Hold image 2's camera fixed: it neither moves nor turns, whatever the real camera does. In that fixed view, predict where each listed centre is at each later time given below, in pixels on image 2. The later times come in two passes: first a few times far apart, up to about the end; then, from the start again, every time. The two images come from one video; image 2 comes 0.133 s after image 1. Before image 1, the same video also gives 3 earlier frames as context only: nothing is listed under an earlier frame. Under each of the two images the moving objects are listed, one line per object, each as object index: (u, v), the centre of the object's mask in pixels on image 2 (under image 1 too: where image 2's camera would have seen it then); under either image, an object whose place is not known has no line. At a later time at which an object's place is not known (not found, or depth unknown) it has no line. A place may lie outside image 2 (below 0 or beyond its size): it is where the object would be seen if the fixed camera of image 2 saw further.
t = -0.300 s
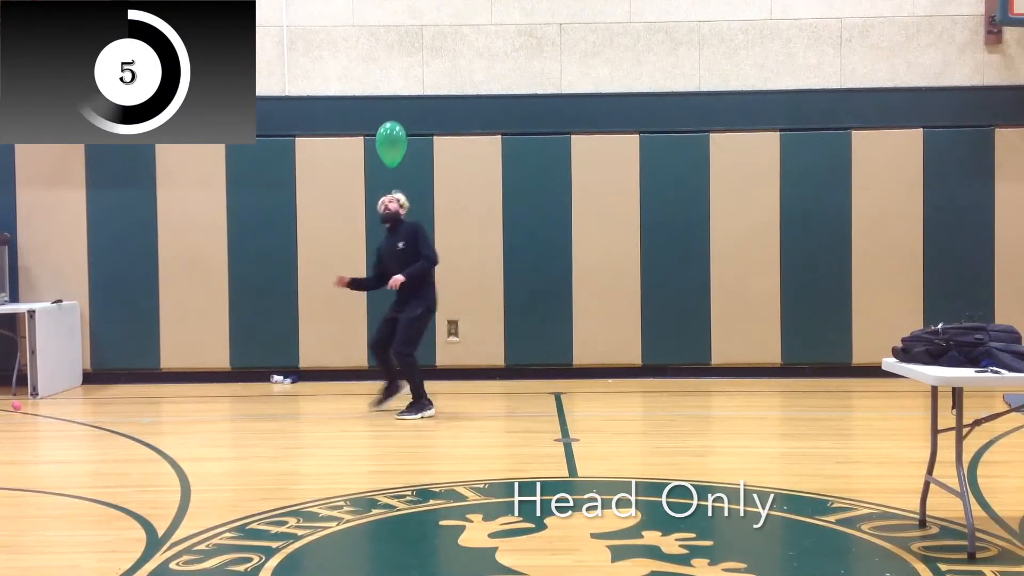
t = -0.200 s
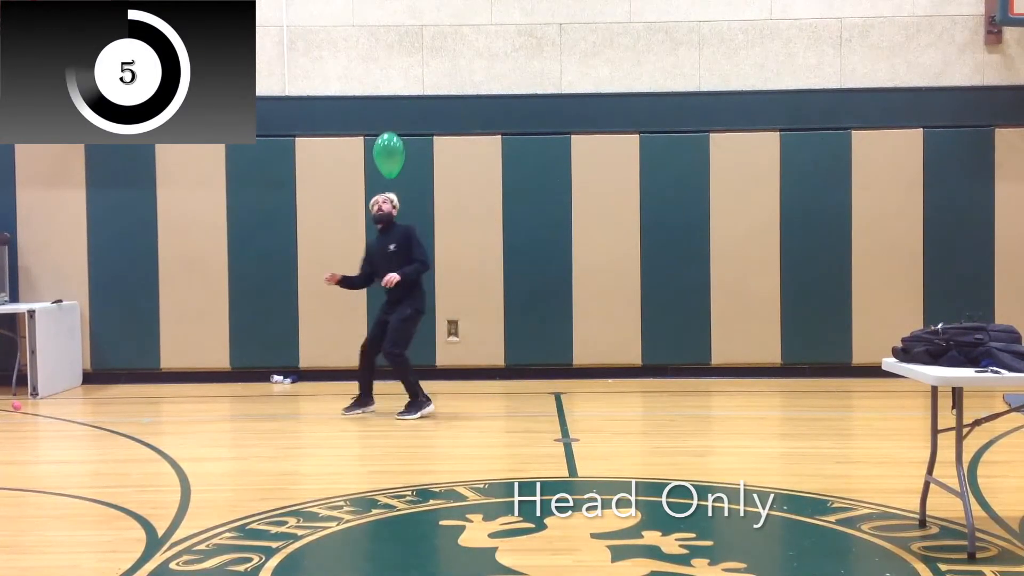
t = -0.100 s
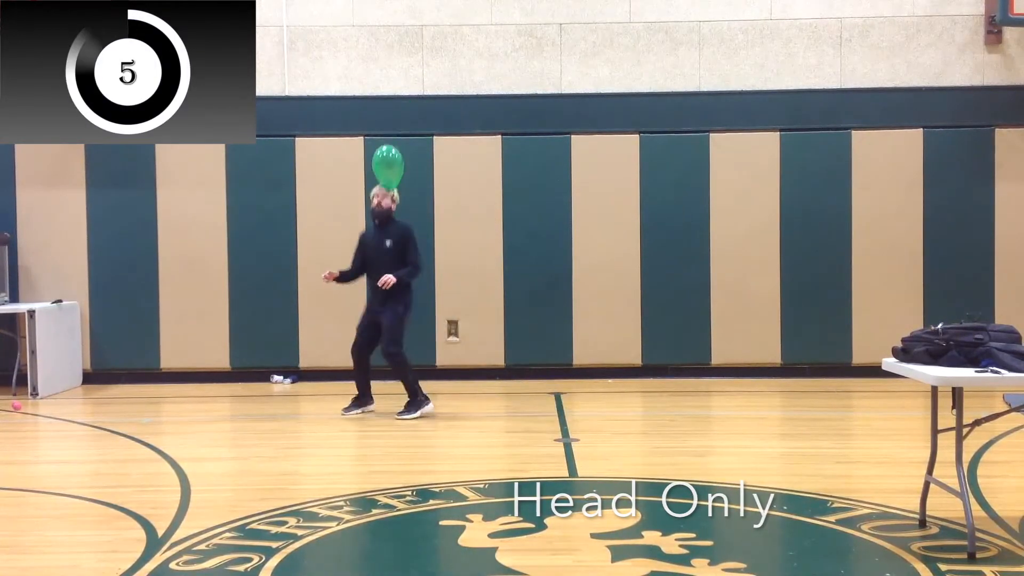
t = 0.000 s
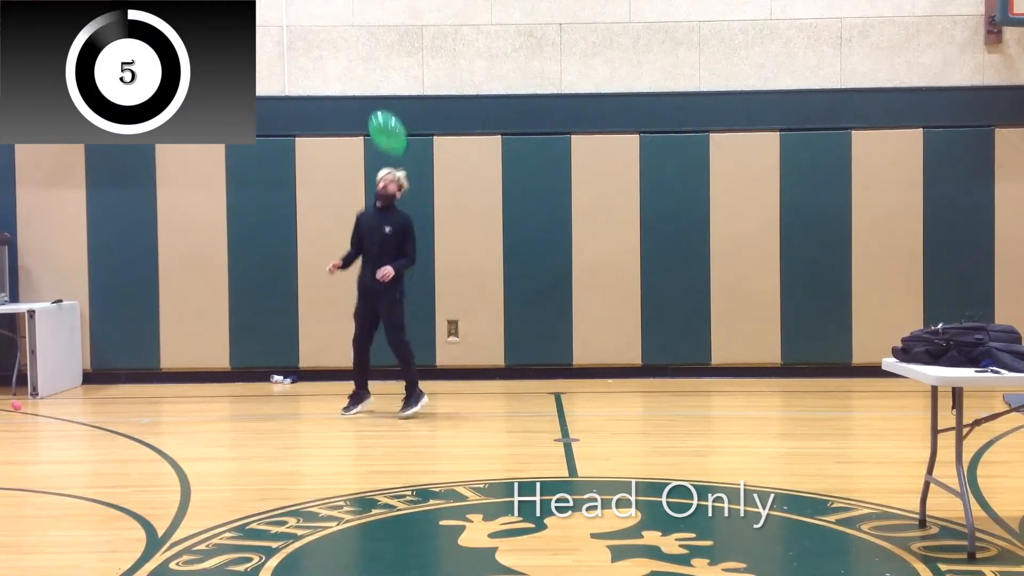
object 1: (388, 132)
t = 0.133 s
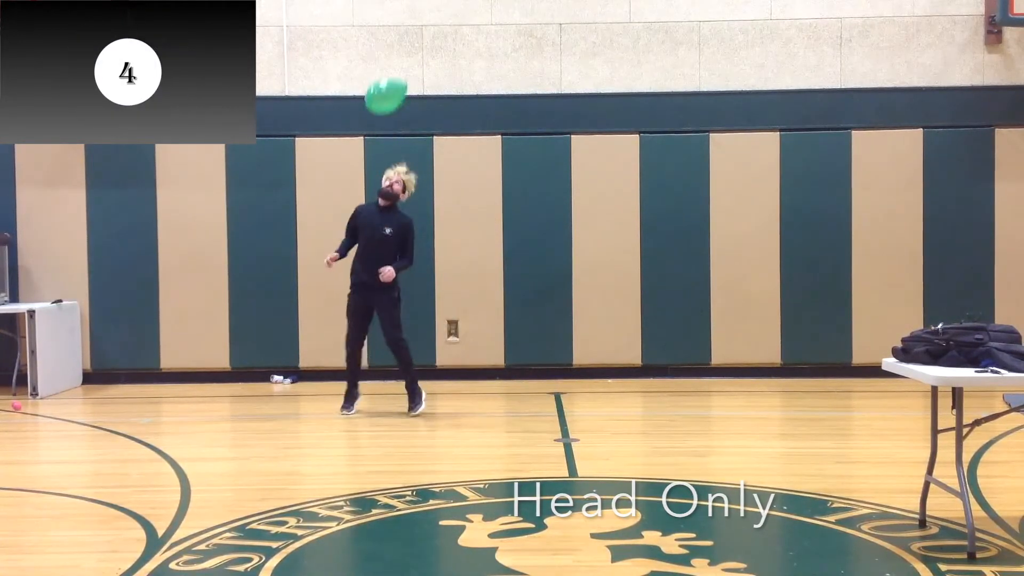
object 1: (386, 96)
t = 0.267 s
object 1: (388, 68)
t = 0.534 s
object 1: (391, 38)
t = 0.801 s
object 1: (390, 28)
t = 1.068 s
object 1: (387, 33)
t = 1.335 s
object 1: (383, 50)
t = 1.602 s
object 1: (379, 79)
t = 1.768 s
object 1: (376, 102)
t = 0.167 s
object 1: (386, 88)
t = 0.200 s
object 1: (386, 81)
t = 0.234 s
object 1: (387, 74)
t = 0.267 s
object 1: (388, 68)
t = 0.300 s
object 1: (389, 63)
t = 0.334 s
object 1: (389, 58)
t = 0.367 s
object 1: (390, 54)
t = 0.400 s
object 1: (390, 50)
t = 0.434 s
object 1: (391, 46)
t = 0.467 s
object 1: (391, 43)
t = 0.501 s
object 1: (391, 40)
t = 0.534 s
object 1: (391, 38)
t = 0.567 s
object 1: (391, 36)
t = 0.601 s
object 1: (391, 34)
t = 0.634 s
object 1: (391, 32)
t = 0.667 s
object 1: (391, 31)
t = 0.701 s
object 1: (391, 30)
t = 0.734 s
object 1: (391, 29)
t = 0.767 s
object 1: (391, 28)
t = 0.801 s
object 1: (390, 28)
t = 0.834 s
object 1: (390, 28)
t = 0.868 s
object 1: (390, 28)
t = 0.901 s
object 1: (389, 29)
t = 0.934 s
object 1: (389, 29)
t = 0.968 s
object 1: (388, 30)
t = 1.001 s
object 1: (388, 31)
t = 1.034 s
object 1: (387, 32)
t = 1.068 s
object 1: (387, 33)
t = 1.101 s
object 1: (386, 35)
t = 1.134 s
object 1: (386, 36)
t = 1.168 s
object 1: (385, 38)
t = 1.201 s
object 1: (385, 40)
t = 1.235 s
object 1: (384, 43)
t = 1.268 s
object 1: (384, 45)
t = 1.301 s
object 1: (383, 47)
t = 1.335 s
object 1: (383, 50)
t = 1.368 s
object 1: (383, 53)
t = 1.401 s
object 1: (382, 56)
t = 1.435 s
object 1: (382, 60)
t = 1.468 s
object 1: (381, 63)
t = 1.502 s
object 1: (381, 67)
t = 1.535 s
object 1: (380, 71)
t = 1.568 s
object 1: (380, 75)
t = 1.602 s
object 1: (379, 79)
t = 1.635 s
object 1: (379, 84)
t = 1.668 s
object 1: (378, 88)
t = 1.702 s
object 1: (377, 93)
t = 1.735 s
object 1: (376, 97)
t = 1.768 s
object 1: (376, 102)
